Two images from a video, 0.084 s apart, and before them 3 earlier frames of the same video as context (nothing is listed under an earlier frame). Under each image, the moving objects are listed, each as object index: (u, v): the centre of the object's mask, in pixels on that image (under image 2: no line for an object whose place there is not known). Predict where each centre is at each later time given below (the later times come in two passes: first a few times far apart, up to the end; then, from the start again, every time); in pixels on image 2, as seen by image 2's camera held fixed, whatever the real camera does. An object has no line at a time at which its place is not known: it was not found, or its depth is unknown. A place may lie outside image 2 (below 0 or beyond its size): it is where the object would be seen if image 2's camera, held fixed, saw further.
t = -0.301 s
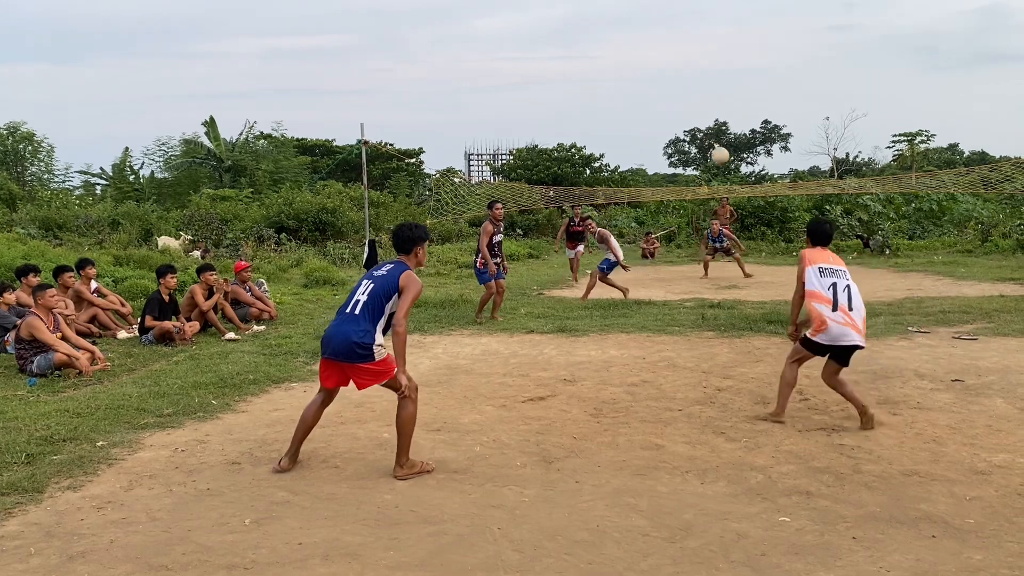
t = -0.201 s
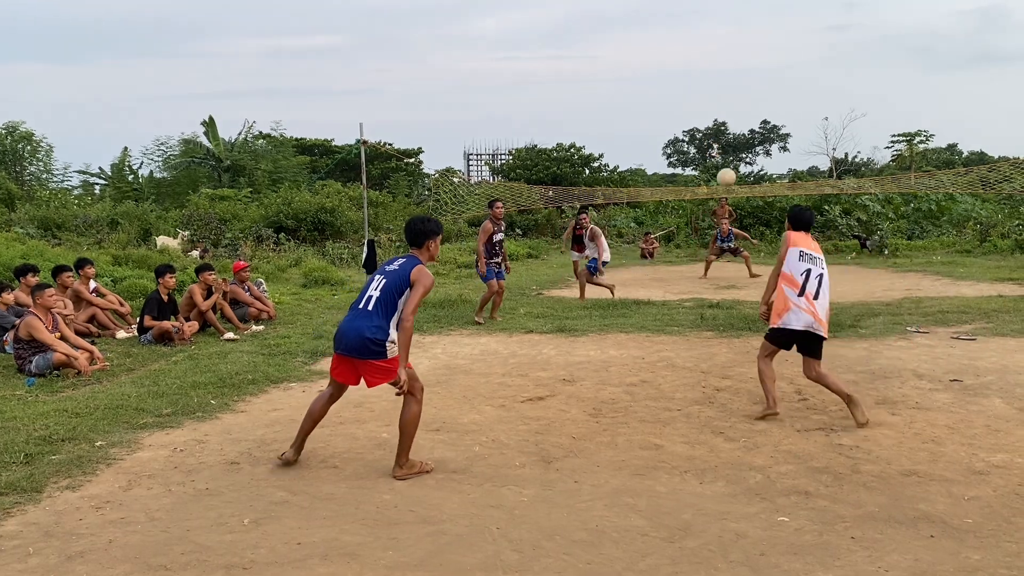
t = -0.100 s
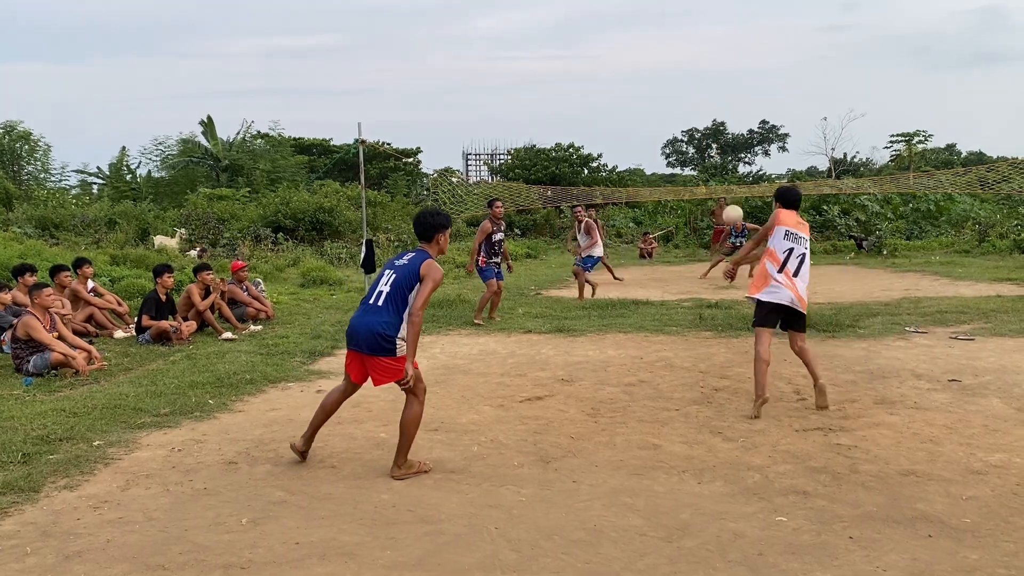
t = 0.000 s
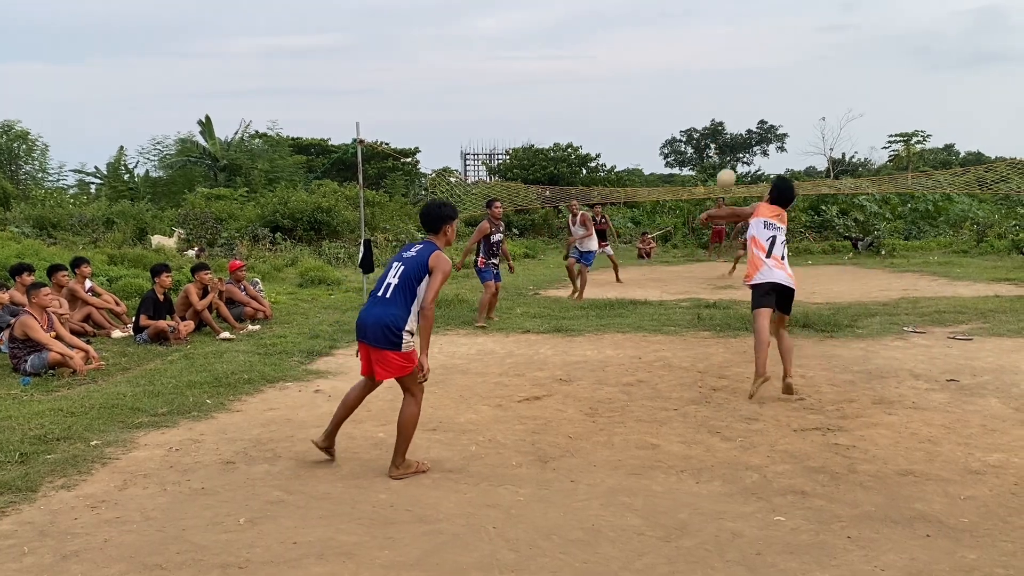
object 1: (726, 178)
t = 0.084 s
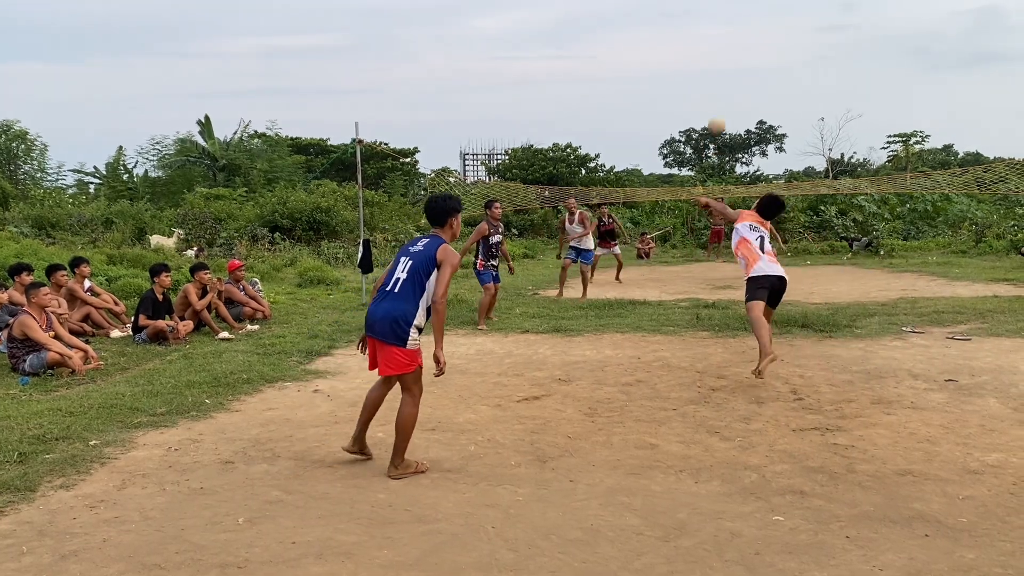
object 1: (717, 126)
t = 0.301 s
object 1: (699, 56)
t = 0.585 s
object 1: (682, 47)
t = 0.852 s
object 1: (671, 81)
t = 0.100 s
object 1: (715, 118)
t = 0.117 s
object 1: (713, 109)
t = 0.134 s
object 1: (712, 102)
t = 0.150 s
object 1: (710, 95)
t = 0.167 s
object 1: (709, 89)
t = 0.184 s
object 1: (708, 83)
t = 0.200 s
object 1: (707, 78)
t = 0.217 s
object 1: (705, 73)
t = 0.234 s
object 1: (704, 69)
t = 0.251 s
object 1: (703, 65)
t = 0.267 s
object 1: (701, 62)
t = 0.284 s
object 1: (700, 59)
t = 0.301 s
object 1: (699, 56)
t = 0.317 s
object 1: (698, 53)
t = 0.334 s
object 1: (697, 51)
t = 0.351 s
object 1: (695, 49)
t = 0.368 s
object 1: (694, 48)
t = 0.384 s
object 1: (693, 46)
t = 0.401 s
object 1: (692, 45)
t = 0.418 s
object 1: (691, 44)
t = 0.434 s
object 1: (690, 44)
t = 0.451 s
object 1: (689, 43)
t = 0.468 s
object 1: (688, 43)
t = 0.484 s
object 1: (687, 43)
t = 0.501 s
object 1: (686, 44)
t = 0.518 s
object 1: (685, 44)
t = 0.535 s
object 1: (684, 45)
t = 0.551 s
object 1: (684, 45)
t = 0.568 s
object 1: (683, 46)
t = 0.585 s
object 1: (682, 47)
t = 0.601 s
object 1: (681, 49)
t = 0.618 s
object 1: (680, 50)
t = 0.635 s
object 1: (679, 51)
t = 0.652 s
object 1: (679, 53)
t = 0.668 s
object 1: (678, 54)
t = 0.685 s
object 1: (677, 56)
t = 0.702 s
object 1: (677, 58)
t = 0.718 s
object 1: (676, 60)
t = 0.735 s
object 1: (675, 63)
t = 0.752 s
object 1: (675, 65)
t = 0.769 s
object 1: (674, 68)
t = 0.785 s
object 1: (673, 70)
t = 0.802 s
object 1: (672, 73)
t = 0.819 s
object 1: (672, 75)
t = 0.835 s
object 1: (671, 79)
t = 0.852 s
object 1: (671, 81)
